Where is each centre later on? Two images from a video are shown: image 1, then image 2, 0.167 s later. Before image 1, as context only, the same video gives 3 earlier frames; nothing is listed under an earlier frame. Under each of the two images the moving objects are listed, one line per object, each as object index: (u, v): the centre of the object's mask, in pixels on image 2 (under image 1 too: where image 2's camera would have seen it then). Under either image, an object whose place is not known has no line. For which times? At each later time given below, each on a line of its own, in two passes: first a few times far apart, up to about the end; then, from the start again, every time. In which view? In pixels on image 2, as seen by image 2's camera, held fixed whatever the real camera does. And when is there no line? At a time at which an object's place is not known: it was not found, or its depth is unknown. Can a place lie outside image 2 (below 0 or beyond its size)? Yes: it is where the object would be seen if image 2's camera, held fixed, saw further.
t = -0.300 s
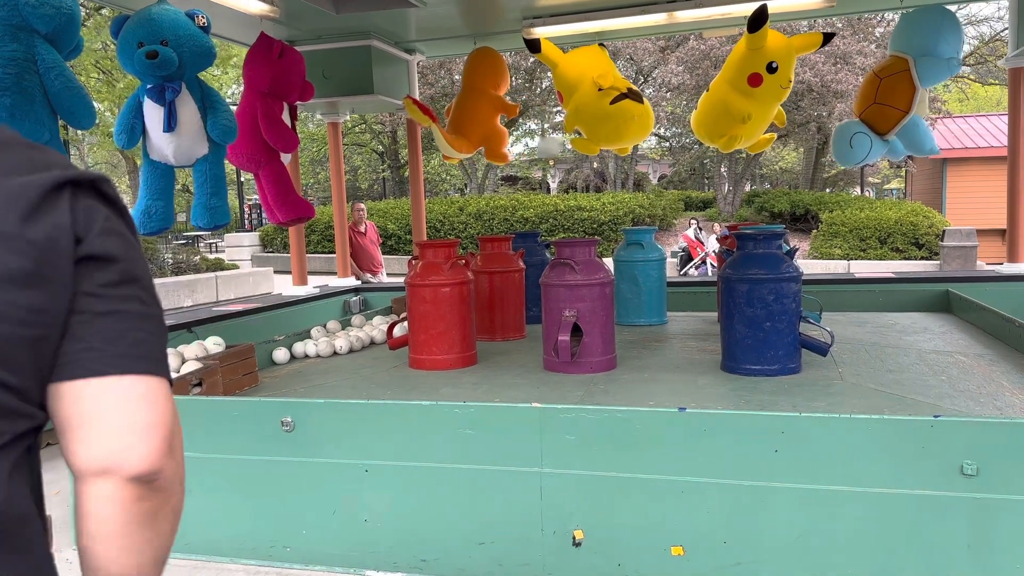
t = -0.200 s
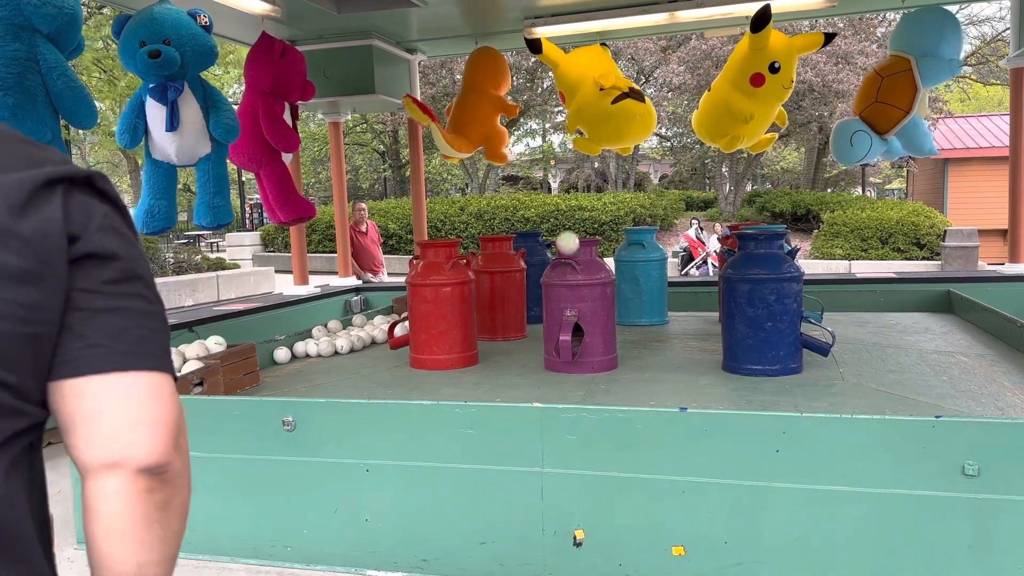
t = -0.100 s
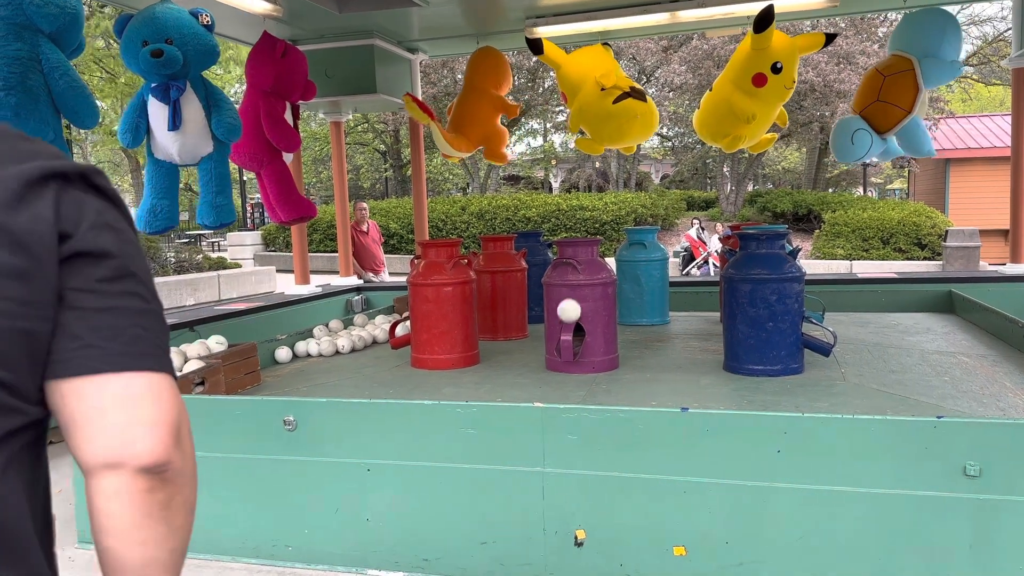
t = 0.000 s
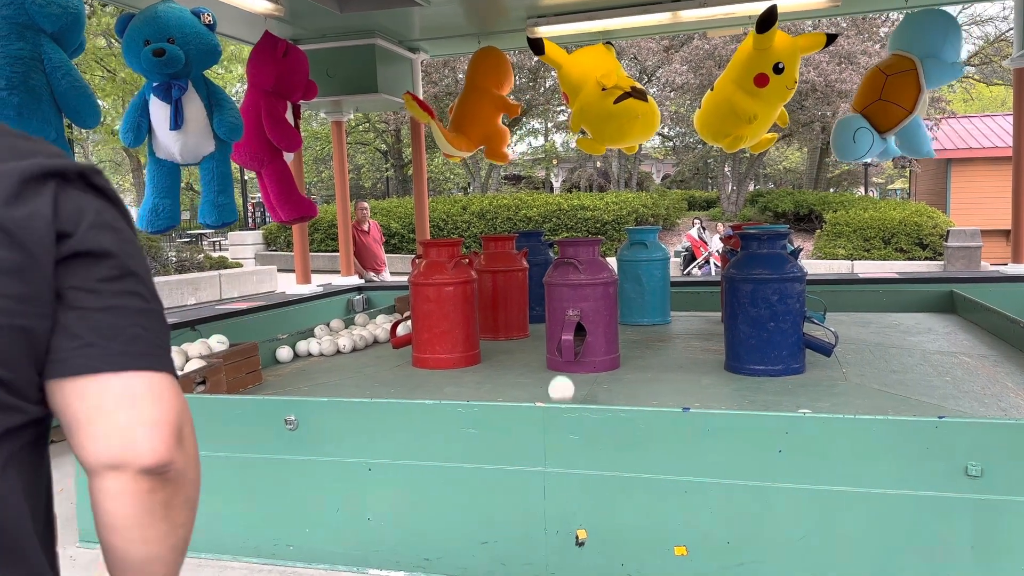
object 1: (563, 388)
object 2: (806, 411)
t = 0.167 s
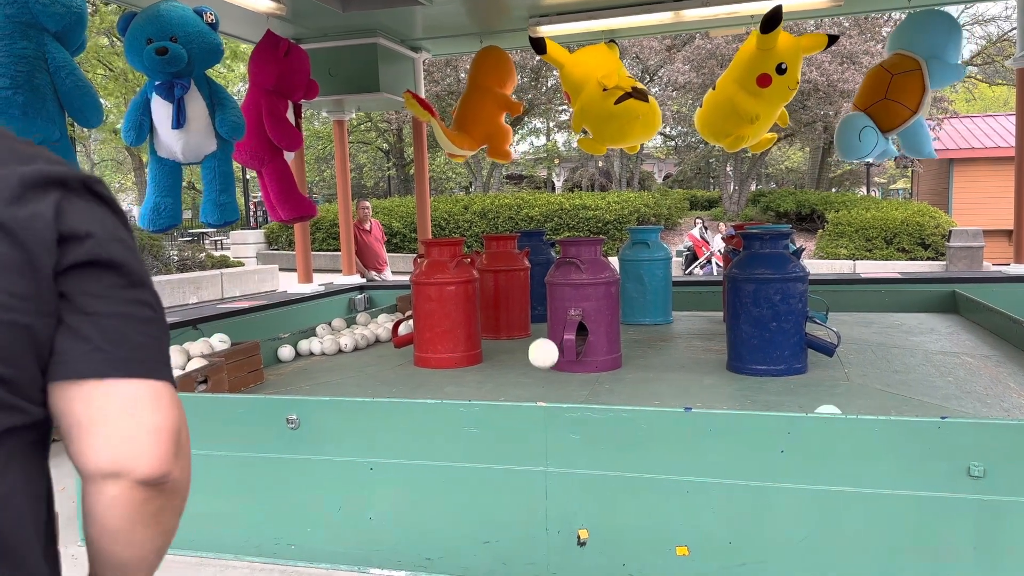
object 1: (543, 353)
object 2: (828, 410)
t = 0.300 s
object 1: (533, 306)
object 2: (845, 409)
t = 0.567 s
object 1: (516, 392)
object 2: (879, 409)
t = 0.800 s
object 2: (910, 412)
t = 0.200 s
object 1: (541, 337)
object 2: (832, 409)
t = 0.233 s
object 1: (538, 324)
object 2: (836, 409)
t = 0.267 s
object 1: (536, 313)
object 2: (841, 409)
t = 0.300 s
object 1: (533, 306)
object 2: (845, 409)
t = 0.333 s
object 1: (531, 302)
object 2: (849, 409)
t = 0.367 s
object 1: (529, 302)
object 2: (853, 409)
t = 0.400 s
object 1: (527, 305)
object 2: (857, 409)
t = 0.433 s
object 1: (524, 314)
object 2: (862, 409)
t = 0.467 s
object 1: (522, 326)
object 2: (867, 409)
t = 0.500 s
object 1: (520, 342)
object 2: (871, 409)
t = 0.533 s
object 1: (518, 364)
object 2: (875, 409)
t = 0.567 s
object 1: (516, 392)
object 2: (879, 409)
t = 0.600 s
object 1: (514, 425)
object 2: (883, 410)
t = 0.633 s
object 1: (512, 465)
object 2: (888, 410)
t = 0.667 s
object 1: (510, 513)
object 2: (893, 411)
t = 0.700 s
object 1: (509, 562)
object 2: (897, 411)
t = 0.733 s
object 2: (902, 412)
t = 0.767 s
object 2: (906, 412)
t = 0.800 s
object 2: (910, 412)
